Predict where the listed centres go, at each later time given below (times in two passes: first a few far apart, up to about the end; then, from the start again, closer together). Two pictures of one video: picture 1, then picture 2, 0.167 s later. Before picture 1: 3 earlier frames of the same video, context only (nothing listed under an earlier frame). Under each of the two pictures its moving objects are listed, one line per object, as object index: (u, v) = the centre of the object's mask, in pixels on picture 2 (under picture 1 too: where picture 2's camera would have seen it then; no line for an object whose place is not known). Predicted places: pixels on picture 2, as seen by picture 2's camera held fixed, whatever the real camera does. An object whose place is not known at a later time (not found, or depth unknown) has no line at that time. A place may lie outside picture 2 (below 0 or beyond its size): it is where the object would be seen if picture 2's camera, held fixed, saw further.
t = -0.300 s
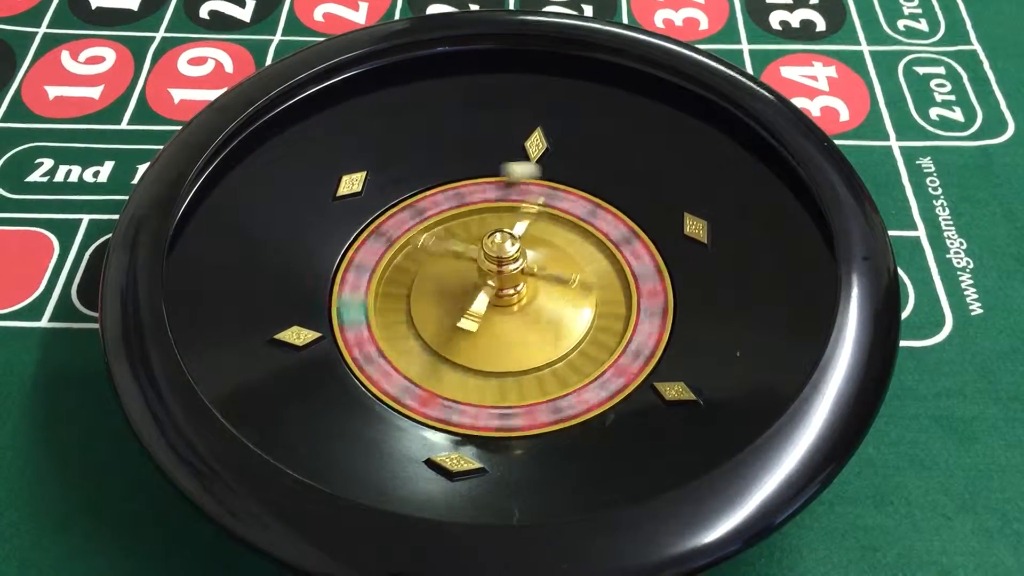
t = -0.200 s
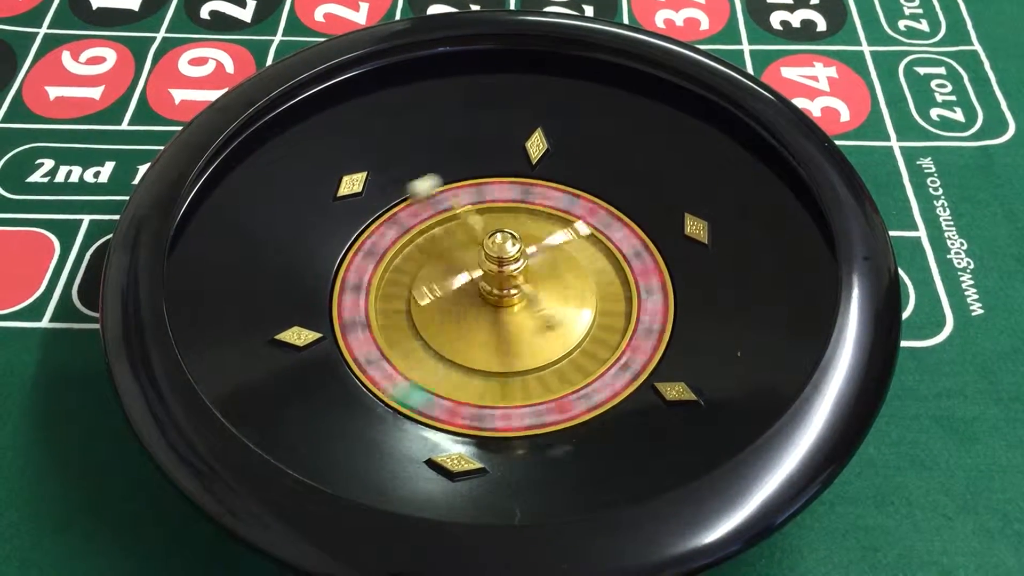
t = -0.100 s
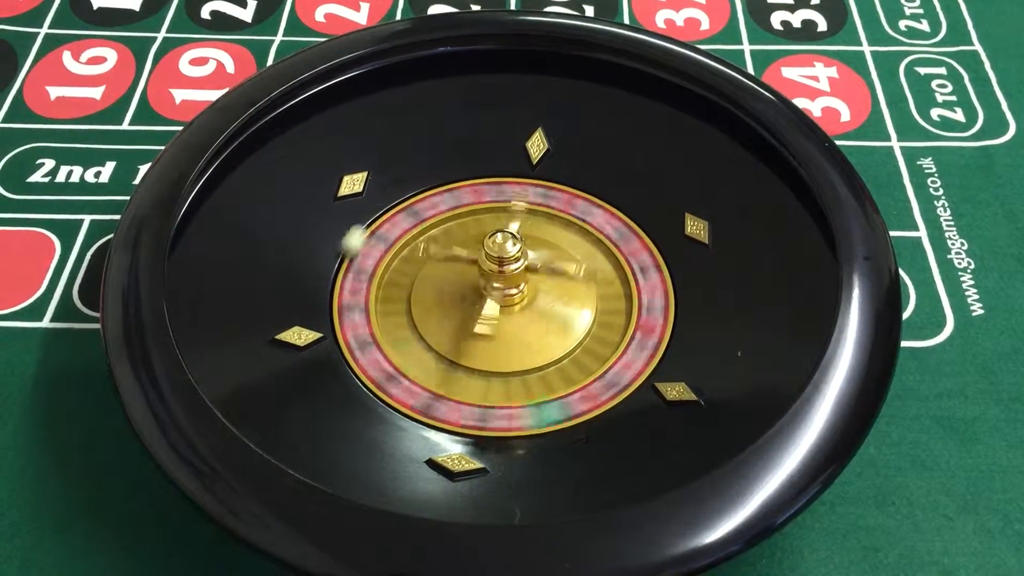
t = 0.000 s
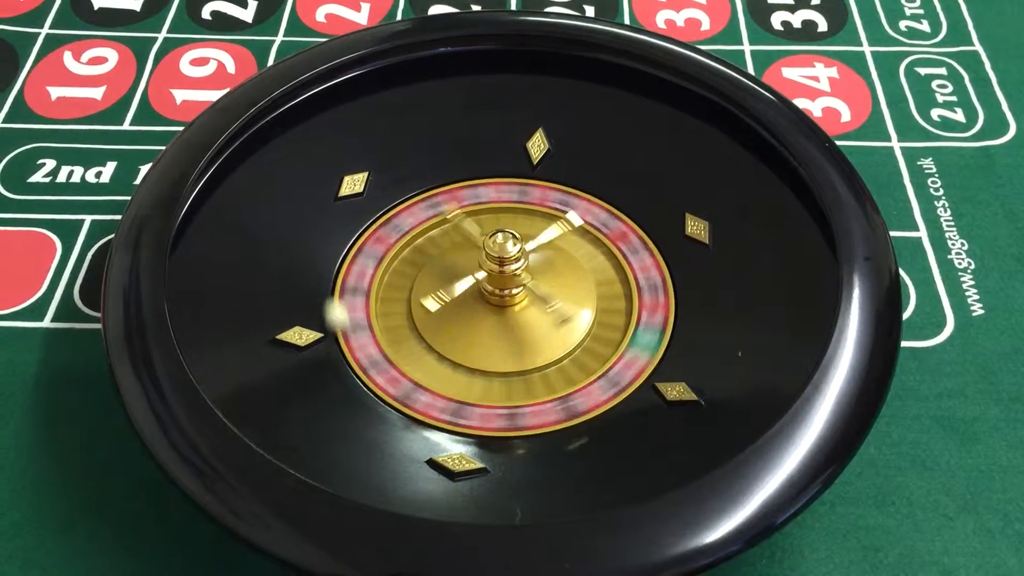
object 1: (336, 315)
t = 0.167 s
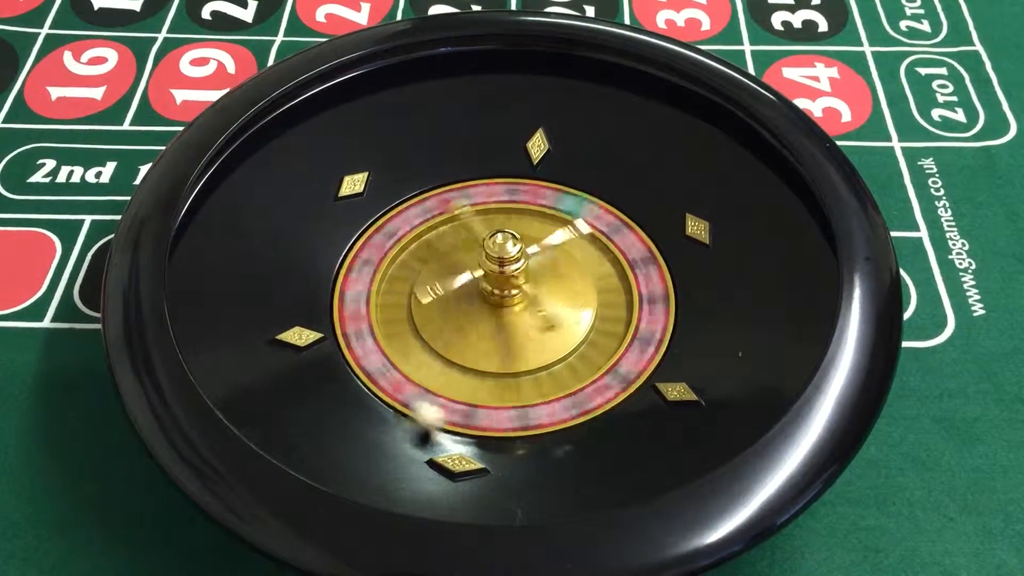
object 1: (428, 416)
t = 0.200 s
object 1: (456, 425)
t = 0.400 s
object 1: (630, 390)
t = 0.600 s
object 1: (603, 243)
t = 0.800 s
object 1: (453, 168)
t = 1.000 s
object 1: (367, 250)
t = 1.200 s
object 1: (392, 396)
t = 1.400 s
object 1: (540, 420)
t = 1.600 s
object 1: (596, 356)
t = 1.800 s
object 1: (612, 196)
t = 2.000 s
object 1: (525, 172)
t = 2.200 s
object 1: (399, 227)
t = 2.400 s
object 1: (354, 346)
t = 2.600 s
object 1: (452, 416)
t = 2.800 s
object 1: (609, 404)
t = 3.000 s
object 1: (676, 296)
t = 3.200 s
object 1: (593, 190)
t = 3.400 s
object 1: (435, 184)
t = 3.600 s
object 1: (339, 279)
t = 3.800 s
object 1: (396, 398)
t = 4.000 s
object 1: (546, 425)
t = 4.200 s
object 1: (665, 346)
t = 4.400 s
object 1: (639, 219)
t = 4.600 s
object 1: (482, 173)
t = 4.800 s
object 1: (351, 247)
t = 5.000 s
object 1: (363, 373)
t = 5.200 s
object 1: (494, 430)
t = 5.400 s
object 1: (634, 387)
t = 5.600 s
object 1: (614, 263)
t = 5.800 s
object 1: (499, 207)
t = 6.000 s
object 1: (392, 270)
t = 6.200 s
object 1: (431, 371)
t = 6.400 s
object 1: (580, 368)
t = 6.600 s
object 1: (615, 265)
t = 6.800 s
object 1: (508, 210)
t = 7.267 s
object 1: (453, 380)
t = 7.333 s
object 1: (500, 389)
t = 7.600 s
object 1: (623, 295)
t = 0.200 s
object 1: (456, 425)
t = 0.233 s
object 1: (487, 429)
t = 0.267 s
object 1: (516, 430)
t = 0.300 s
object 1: (548, 426)
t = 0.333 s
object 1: (577, 418)
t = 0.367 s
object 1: (606, 406)
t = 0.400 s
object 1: (630, 390)
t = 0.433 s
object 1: (642, 365)
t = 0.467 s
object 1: (636, 344)
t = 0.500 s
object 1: (631, 315)
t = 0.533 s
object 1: (620, 286)
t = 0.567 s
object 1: (612, 264)
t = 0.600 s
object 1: (603, 243)
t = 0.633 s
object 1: (583, 217)
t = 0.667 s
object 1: (556, 197)
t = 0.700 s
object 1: (529, 178)
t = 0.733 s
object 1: (502, 168)
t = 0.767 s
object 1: (476, 166)
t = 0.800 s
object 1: (453, 168)
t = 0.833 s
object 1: (433, 174)
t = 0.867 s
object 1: (416, 183)
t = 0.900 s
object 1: (401, 195)
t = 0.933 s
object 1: (389, 212)
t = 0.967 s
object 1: (378, 231)
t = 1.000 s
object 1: (367, 250)
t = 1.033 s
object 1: (359, 273)
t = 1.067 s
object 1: (355, 297)
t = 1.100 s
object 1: (357, 323)
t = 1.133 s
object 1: (364, 348)
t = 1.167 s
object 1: (374, 373)
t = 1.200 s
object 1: (392, 396)
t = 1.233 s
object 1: (412, 413)
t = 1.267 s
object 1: (434, 423)
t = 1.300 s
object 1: (458, 428)
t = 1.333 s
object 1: (481, 429)
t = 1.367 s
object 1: (510, 426)
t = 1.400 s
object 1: (540, 420)
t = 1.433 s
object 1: (574, 412)
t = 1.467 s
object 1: (606, 403)
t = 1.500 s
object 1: (634, 390)
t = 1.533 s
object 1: (636, 375)
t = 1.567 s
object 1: (617, 366)
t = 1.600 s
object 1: (596, 356)
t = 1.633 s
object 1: (595, 320)
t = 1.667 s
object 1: (596, 288)
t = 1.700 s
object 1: (597, 273)
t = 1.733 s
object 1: (610, 242)
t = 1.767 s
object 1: (613, 216)
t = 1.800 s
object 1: (612, 196)
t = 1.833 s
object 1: (602, 179)
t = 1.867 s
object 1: (590, 172)
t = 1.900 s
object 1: (575, 165)
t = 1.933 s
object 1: (559, 164)
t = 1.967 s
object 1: (543, 167)
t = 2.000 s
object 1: (525, 172)
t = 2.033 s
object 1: (505, 177)
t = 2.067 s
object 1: (485, 182)
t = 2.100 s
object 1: (463, 190)
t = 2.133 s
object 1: (441, 200)
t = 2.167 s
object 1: (418, 213)
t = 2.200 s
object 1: (399, 227)
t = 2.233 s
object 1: (381, 243)
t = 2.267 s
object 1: (369, 262)
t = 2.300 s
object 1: (359, 281)
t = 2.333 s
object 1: (353, 303)
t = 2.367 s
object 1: (350, 324)
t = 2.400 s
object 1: (354, 346)
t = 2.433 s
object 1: (361, 366)
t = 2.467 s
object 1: (371, 384)
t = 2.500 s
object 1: (387, 396)
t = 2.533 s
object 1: (404, 403)
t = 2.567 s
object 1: (424, 409)
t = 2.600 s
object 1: (452, 416)
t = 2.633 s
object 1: (476, 422)
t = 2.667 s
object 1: (505, 424)
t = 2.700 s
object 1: (534, 423)
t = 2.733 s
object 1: (564, 420)
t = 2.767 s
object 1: (591, 413)
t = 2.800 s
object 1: (609, 404)
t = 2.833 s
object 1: (625, 391)
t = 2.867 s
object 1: (640, 376)
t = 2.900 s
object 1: (657, 357)
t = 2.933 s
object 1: (669, 337)
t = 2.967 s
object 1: (675, 317)
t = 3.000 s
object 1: (676, 296)
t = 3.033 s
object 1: (673, 274)
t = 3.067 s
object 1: (664, 253)
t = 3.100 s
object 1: (651, 232)
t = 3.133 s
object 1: (635, 216)
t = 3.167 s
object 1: (616, 202)
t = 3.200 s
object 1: (593, 190)
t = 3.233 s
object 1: (569, 181)
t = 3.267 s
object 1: (543, 175)
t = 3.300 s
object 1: (516, 173)
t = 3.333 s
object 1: (488, 173)
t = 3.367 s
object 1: (461, 177)
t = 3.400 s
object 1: (435, 184)
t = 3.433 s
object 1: (411, 194)
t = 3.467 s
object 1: (390, 207)
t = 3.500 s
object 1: (372, 223)
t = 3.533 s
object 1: (356, 241)
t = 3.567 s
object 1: (345, 259)
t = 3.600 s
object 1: (339, 279)
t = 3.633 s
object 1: (336, 300)
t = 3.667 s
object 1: (339, 319)
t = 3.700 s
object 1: (345, 342)
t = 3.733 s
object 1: (359, 363)
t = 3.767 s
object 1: (375, 381)
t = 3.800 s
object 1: (396, 398)
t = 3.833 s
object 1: (417, 410)
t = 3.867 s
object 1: (443, 421)
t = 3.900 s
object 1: (468, 426)
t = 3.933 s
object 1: (496, 429)
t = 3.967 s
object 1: (519, 428)
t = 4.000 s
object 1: (546, 425)
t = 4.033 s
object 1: (572, 419)
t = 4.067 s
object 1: (595, 410)
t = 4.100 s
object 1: (618, 397)
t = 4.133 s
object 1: (636, 382)
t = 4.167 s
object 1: (653, 365)
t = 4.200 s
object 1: (665, 346)
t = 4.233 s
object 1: (673, 325)
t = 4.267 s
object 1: (677, 304)
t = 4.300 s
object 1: (675, 282)
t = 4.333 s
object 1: (668, 260)
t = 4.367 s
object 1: (656, 239)
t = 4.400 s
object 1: (639, 219)
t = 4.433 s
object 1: (618, 203)
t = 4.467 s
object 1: (594, 189)
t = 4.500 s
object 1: (566, 180)
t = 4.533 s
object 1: (538, 174)
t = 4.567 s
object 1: (510, 172)
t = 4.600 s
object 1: (482, 173)
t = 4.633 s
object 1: (455, 178)
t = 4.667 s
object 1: (428, 186)
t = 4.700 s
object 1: (404, 197)
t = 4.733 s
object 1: (382, 212)
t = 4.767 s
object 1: (364, 228)
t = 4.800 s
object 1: (351, 247)
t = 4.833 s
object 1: (341, 267)
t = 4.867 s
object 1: (336, 288)
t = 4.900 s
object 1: (335, 310)
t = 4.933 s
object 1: (339, 333)
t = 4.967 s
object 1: (349, 354)
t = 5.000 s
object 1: (363, 373)
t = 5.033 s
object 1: (381, 389)
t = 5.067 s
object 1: (401, 404)
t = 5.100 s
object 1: (421, 414)
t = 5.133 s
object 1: (444, 422)
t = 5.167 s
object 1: (470, 428)
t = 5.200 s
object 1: (494, 430)
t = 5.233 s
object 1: (520, 430)
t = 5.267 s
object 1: (544, 427)
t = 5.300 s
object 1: (570, 422)
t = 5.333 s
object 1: (593, 412)
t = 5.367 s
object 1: (615, 400)
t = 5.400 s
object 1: (634, 387)
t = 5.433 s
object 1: (642, 368)
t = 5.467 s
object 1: (637, 347)
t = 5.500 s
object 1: (632, 324)
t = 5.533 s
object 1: (627, 301)
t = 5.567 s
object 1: (620, 280)
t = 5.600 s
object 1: (614, 263)
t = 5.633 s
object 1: (606, 245)
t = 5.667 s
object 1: (594, 229)
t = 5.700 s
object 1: (573, 219)
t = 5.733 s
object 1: (550, 215)
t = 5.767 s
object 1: (529, 212)
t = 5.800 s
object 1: (499, 207)
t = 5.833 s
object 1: (474, 212)
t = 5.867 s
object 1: (456, 221)
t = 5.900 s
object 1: (439, 232)
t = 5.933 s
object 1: (423, 243)
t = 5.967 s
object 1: (408, 255)
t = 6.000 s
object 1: (392, 270)
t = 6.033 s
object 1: (386, 287)
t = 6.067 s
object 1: (388, 306)
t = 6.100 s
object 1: (390, 324)
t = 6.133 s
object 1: (400, 342)
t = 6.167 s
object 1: (414, 357)
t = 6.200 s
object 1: (431, 371)
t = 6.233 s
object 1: (454, 381)
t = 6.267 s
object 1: (481, 388)
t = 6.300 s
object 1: (506, 389)
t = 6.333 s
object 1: (532, 388)
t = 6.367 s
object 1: (556, 381)
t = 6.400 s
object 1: (580, 368)
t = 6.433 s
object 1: (598, 354)
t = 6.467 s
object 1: (612, 338)
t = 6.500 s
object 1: (621, 320)
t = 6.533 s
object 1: (624, 302)
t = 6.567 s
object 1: (622, 283)
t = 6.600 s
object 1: (615, 265)
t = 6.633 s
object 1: (605, 249)
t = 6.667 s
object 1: (590, 236)
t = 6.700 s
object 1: (572, 226)
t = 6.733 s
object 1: (553, 218)
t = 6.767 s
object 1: (534, 213)
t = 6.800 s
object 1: (508, 210)
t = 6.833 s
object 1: (486, 211)
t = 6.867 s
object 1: (464, 216)
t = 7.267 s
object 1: (453, 380)
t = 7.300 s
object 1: (476, 386)
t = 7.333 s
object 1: (500, 389)
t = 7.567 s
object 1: (622, 313)
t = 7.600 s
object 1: (623, 295)
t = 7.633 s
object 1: (621, 277)
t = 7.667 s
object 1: (614, 262)
